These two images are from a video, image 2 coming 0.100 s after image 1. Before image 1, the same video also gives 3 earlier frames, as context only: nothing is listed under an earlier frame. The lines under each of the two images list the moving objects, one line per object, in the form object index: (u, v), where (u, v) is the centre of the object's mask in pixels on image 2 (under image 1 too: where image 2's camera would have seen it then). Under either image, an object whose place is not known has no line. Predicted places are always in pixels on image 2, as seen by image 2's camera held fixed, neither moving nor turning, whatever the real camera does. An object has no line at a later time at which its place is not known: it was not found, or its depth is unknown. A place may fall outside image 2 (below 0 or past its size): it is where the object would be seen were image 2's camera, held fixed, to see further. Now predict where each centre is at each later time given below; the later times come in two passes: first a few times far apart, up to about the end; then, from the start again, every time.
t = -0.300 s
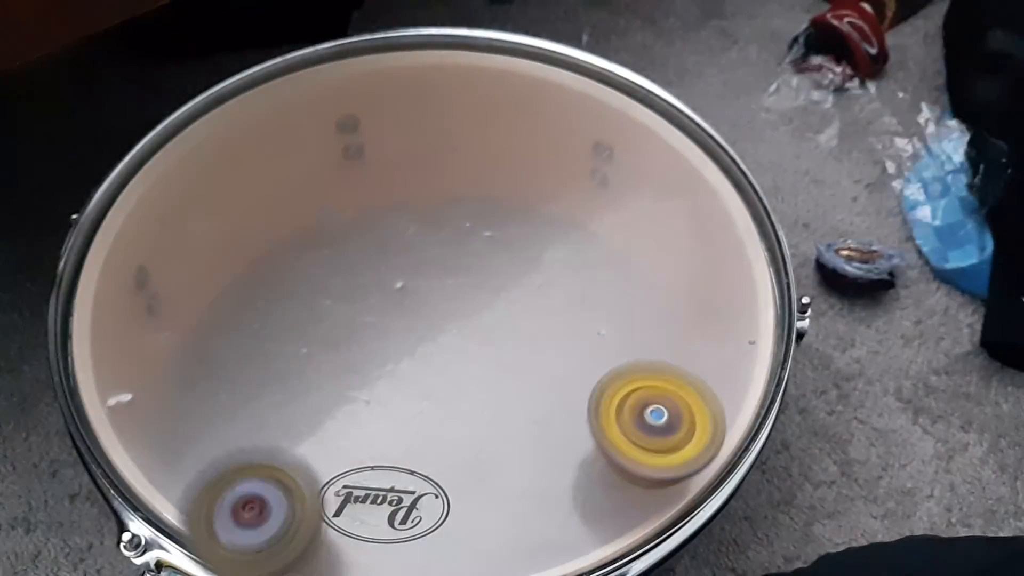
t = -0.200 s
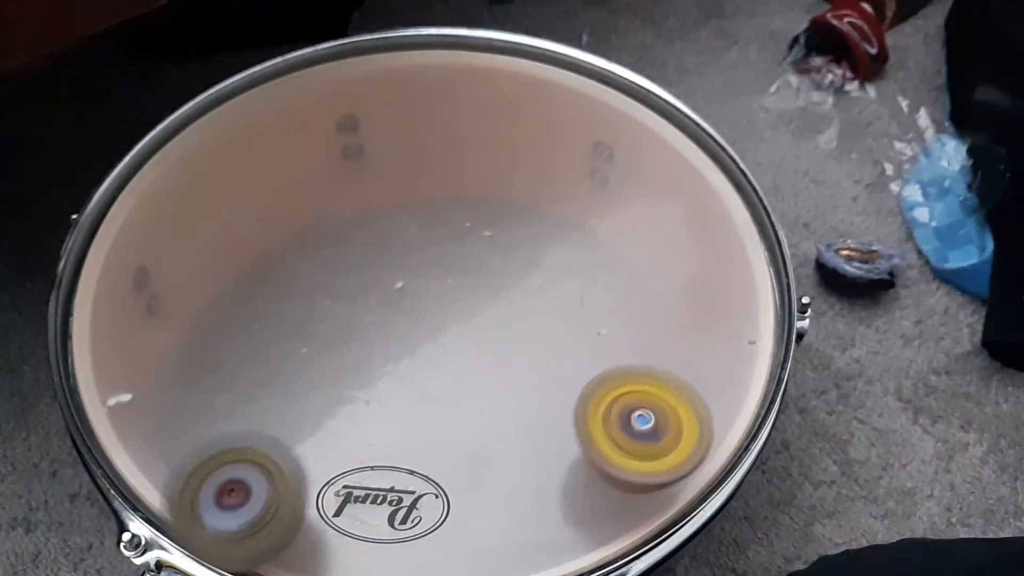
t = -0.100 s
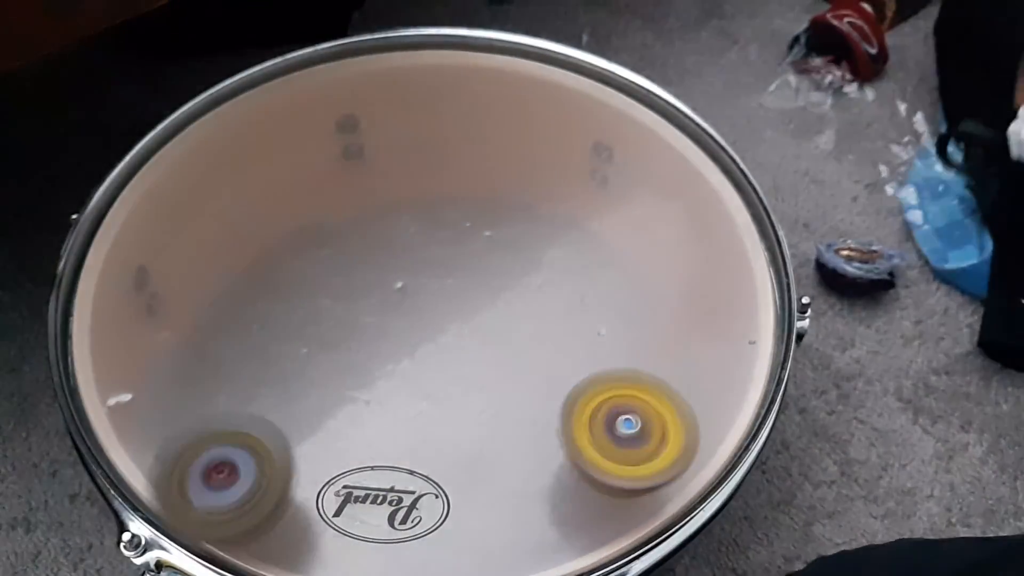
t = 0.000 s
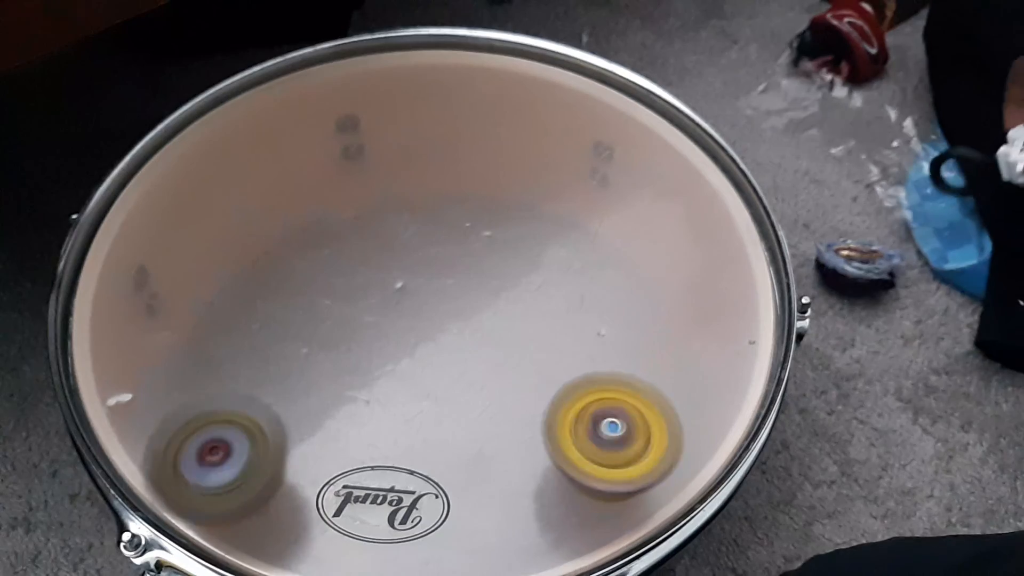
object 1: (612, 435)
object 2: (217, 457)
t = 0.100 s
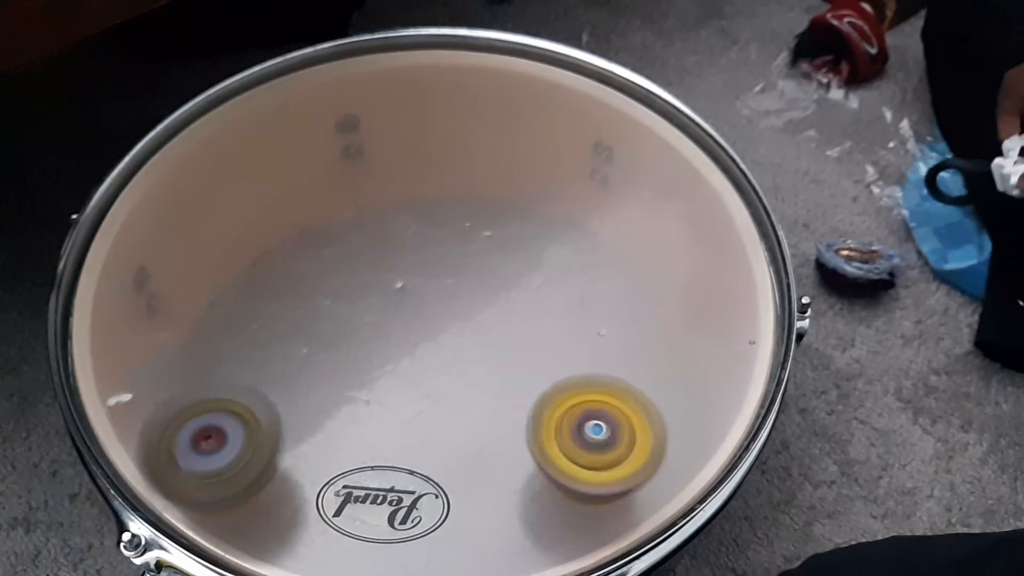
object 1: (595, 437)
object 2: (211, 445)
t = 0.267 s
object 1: (569, 440)
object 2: (191, 431)
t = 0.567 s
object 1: (518, 435)
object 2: (148, 402)
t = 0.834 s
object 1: (473, 423)
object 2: (100, 400)
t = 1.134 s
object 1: (432, 401)
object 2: (98, 399)
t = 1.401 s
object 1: (404, 377)
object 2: (107, 394)
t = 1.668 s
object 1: (387, 353)
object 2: (121, 391)
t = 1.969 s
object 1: (379, 328)
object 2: (142, 395)
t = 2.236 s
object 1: (381, 309)
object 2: (154, 404)
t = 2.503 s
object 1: (386, 295)
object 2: (160, 423)
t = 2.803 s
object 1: (399, 286)
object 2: (156, 449)
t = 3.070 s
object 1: (405, 282)
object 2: (160, 479)
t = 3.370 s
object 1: (400, 286)
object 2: (192, 478)
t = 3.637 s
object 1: (387, 295)
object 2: (198, 471)
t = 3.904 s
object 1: (367, 304)
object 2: (190, 465)
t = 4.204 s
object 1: (338, 309)
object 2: (165, 465)
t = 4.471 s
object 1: (306, 309)
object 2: (159, 472)
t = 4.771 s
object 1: (269, 302)
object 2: (154, 452)
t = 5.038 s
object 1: (241, 290)
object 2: (136, 439)
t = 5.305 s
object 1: (219, 273)
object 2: (123, 440)
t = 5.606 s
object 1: (206, 251)
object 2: (127, 430)
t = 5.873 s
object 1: (204, 234)
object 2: (116, 426)
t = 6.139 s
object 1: (209, 219)
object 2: (122, 436)
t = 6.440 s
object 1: (221, 208)
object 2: (138, 439)
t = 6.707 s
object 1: (230, 204)
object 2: (142, 444)
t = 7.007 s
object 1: (232, 208)
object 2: (148, 457)
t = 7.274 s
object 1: (223, 215)
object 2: (159, 461)
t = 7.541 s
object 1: (207, 223)
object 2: (167, 467)
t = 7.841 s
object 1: (180, 226)
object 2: (164, 470)
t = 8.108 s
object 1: (155, 223)
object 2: (166, 474)
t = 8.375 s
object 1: (133, 211)
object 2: (164, 467)
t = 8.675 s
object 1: (116, 195)
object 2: (154, 464)
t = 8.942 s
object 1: (112, 180)
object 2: (151, 457)
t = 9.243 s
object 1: (124, 166)
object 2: (147, 451)
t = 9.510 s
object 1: (139, 160)
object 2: (141, 444)
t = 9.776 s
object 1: (151, 160)
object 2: (127, 441)
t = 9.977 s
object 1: (155, 164)
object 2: (124, 440)
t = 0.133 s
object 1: (591, 439)
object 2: (207, 442)
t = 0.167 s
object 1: (585, 439)
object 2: (204, 439)
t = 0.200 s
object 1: (579, 439)
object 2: (198, 435)
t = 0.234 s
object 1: (574, 440)
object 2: (196, 434)
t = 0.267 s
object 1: (569, 440)
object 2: (191, 431)
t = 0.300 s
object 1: (562, 439)
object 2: (187, 427)
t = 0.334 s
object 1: (557, 440)
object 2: (178, 419)
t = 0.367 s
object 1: (552, 439)
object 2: (173, 415)
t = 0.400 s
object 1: (546, 439)
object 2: (169, 411)
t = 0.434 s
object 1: (540, 439)
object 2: (166, 408)
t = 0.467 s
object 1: (535, 438)
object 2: (161, 405)
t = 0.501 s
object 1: (529, 437)
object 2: (156, 403)
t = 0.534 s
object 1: (522, 436)
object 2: (152, 403)
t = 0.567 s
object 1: (518, 435)
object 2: (148, 402)
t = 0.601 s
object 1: (512, 434)
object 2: (139, 399)
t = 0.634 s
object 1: (505, 432)
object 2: (133, 397)
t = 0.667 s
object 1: (500, 432)
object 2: (127, 396)
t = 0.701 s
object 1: (495, 430)
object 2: (121, 396)
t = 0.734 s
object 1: (489, 428)
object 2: (115, 396)
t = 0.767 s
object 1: (483, 426)
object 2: (109, 398)
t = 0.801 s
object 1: (479, 425)
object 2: (105, 398)
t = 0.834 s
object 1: (473, 423)
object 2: (100, 400)
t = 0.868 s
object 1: (469, 420)
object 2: (98, 400)
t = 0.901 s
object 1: (464, 418)
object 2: (95, 400)
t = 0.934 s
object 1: (458, 416)
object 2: (95, 401)
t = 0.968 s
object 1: (454, 413)
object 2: (94, 401)
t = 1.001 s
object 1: (450, 411)
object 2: (95, 401)
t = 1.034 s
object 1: (444, 409)
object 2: (95, 401)
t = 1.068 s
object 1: (440, 407)
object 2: (96, 400)
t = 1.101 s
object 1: (436, 403)
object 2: (97, 400)
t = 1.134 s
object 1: (432, 401)
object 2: (98, 399)
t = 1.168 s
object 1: (427, 398)
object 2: (99, 399)
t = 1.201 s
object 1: (424, 395)
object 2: (100, 398)
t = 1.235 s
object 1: (420, 392)
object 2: (101, 398)
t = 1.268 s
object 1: (416, 389)
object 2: (102, 398)
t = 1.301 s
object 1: (413, 386)
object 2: (103, 397)
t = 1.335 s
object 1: (410, 383)
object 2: (104, 396)
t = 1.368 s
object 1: (407, 381)
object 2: (105, 395)
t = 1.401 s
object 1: (404, 377)
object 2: (107, 394)
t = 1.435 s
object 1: (401, 374)
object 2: (109, 393)
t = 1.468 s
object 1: (398, 372)
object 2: (110, 393)
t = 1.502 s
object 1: (396, 368)
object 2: (111, 393)
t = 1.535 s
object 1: (394, 365)
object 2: (113, 392)
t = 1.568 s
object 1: (391, 362)
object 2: (115, 392)
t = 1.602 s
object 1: (390, 359)
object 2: (118, 392)
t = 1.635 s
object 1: (388, 356)
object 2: (120, 392)
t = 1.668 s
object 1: (387, 353)
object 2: (121, 391)
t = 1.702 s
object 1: (385, 350)
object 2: (123, 391)
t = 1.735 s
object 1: (384, 348)
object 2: (125, 391)
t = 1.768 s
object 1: (383, 345)
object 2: (128, 393)
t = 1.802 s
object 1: (381, 342)
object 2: (129, 391)
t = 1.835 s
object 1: (380, 339)
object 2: (132, 391)
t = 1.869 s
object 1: (381, 336)
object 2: (134, 391)
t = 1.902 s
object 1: (380, 333)
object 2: (138, 393)
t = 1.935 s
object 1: (379, 331)
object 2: (138, 393)
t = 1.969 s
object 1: (379, 328)
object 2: (142, 395)
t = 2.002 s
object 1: (379, 325)
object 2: (144, 396)
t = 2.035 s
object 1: (378, 322)
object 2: (145, 397)
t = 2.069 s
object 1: (379, 320)
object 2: (147, 398)
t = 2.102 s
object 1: (379, 318)
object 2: (148, 399)
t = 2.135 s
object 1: (379, 315)
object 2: (147, 399)
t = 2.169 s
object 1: (380, 313)
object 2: (150, 402)
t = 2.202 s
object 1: (379, 311)
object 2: (150, 401)
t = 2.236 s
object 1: (381, 309)
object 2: (154, 404)
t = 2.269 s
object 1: (382, 306)
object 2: (155, 406)
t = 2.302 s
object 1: (381, 304)
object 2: (156, 408)
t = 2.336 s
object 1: (383, 302)
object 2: (156, 410)
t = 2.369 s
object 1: (384, 300)
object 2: (158, 413)
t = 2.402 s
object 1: (384, 299)
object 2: (157, 414)
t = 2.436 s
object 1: (385, 297)
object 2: (158, 417)
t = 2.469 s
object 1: (386, 296)
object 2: (158, 419)
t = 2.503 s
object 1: (386, 295)
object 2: (160, 423)
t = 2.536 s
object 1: (388, 293)
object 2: (159, 425)
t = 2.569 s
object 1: (389, 292)
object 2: (161, 429)
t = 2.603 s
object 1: (390, 291)
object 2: (161, 432)
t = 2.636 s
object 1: (392, 290)
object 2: (160, 432)
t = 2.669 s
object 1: (392, 289)
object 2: (160, 436)
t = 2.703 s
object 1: (395, 288)
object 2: (159, 440)
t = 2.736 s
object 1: (397, 288)
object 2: (158, 444)
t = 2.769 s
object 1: (397, 287)
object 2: (157, 447)
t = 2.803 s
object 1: (399, 286)
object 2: (156, 449)
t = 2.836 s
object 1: (400, 285)
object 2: (156, 453)
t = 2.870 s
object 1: (401, 285)
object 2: (155, 456)
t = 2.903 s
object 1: (402, 283)
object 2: (154, 460)
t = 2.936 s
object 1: (403, 283)
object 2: (154, 464)
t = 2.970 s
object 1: (404, 283)
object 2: (154, 468)
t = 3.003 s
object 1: (405, 283)
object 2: (154, 470)
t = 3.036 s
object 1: (404, 282)
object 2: (158, 476)
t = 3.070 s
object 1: (405, 282)
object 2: (160, 479)
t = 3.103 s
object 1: (405, 283)
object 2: (162, 480)
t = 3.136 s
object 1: (404, 283)
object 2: (167, 482)
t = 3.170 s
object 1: (406, 283)
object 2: (172, 483)
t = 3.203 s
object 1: (404, 284)
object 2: (177, 483)
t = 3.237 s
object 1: (404, 284)
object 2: (182, 482)
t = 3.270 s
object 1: (403, 284)
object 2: (185, 481)
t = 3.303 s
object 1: (401, 285)
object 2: (187, 480)
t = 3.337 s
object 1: (401, 286)
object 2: (190, 478)
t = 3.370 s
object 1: (400, 286)
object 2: (192, 478)
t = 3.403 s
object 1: (398, 287)
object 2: (194, 477)
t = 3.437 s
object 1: (397, 288)
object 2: (195, 476)
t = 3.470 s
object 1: (395, 289)
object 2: (196, 475)
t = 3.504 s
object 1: (395, 291)
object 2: (197, 474)
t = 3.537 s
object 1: (393, 292)
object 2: (197, 473)
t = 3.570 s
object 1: (391, 294)
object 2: (198, 472)
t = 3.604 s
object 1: (390, 294)
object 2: (198, 471)
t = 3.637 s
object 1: (387, 295)
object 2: (198, 471)
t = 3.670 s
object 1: (387, 296)
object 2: (198, 469)
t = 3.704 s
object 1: (383, 297)
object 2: (198, 469)
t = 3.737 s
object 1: (381, 299)
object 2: (197, 468)
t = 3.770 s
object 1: (379, 299)
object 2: (196, 467)
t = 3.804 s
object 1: (375, 300)
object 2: (194, 466)
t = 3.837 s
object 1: (373, 302)
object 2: (193, 466)
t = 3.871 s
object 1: (371, 303)
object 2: (192, 465)
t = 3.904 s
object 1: (367, 304)
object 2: (190, 465)
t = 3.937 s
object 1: (365, 305)
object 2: (188, 464)
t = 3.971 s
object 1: (362, 305)
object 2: (186, 464)
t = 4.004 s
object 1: (359, 307)
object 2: (183, 464)
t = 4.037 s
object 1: (356, 306)
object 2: (181, 463)
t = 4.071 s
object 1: (352, 308)
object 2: (177, 464)
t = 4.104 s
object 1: (349, 308)
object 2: (175, 465)
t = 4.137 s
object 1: (345, 308)
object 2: (171, 464)
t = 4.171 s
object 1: (342, 309)
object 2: (169, 464)
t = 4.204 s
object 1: (338, 309)
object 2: (165, 465)
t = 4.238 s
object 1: (334, 310)
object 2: (163, 466)
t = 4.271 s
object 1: (331, 310)
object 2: (159, 470)
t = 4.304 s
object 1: (326, 309)
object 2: (159, 470)
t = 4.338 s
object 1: (322, 310)
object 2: (155, 469)
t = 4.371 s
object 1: (318, 309)
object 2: (156, 472)
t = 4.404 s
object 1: (314, 309)
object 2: (157, 471)
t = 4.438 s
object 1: (311, 309)
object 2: (158, 472)
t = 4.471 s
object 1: (306, 309)
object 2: (159, 472)
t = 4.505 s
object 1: (302, 309)
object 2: (161, 471)
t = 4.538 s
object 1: (297, 307)
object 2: (162, 470)
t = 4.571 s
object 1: (293, 307)
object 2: (163, 468)
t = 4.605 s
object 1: (291, 307)
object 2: (163, 465)
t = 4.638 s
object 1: (284, 306)
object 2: (161, 463)
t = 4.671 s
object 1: (282, 306)
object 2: (157, 457)
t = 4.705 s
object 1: (278, 305)
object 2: (159, 458)
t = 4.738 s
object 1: (273, 303)
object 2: (155, 454)
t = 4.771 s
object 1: (269, 302)
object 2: (154, 452)
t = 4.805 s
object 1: (266, 302)
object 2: (152, 449)
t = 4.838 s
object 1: (263, 301)
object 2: (150, 448)
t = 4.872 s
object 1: (257, 298)
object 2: (148, 447)
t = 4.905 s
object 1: (255, 297)
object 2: (147, 445)
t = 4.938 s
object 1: (251, 295)
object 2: (144, 442)
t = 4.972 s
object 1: (247, 293)
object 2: (142, 441)
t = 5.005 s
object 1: (245, 291)
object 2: (140, 440)
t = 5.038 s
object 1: (241, 290)
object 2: (136, 439)
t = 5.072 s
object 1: (238, 288)
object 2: (132, 440)
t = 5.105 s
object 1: (235, 286)
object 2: (129, 439)
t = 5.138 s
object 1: (232, 284)
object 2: (127, 438)
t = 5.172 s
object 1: (229, 282)
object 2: (123, 439)
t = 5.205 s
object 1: (226, 280)
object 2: (122, 438)
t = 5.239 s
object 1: (226, 277)
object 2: (121, 440)
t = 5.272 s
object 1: (222, 275)
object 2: (121, 439)
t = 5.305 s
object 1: (219, 273)
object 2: (123, 440)
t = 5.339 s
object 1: (217, 270)
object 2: (123, 441)
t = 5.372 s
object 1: (216, 268)
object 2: (124, 440)
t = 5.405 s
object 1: (214, 265)
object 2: (124, 440)
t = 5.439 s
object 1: (212, 263)
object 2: (126, 438)
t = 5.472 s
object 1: (211, 261)
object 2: (125, 437)
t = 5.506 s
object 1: (210, 259)
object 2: (127, 435)
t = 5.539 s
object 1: (209, 256)
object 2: (127, 433)
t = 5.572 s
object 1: (207, 254)
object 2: (127, 430)
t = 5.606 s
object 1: (206, 251)
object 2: (127, 430)
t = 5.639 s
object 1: (205, 248)
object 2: (125, 429)
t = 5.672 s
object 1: (205, 247)
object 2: (124, 429)
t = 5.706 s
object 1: (205, 244)
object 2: (123, 427)
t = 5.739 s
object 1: (204, 243)
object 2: (121, 425)
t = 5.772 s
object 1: (205, 240)
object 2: (118, 425)
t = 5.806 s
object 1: (203, 237)
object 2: (119, 426)
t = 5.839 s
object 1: (204, 235)
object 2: (117, 425)
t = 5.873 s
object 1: (204, 234)
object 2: (116, 426)
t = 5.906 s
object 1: (204, 232)
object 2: (114, 427)
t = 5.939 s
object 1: (205, 229)
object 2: (113, 430)
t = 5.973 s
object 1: (204, 228)
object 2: (114, 430)
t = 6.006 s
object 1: (205, 224)
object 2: (114, 431)
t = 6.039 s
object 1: (205, 224)
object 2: (115, 432)
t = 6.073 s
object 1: (207, 222)
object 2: (117, 435)
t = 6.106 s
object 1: (207, 220)
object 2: (120, 435)
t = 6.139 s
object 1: (209, 219)
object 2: (122, 436)
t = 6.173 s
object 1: (210, 217)
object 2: (124, 437)
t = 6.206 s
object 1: (211, 215)
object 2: (125, 438)
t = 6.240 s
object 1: (213, 214)
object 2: (128, 438)
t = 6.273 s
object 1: (214, 212)
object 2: (129, 437)
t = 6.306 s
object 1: (216, 211)
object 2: (131, 438)
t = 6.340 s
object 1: (216, 211)
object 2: (135, 438)
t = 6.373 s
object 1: (219, 209)
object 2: (137, 438)
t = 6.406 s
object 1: (219, 209)
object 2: (137, 438)
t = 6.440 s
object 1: (221, 208)
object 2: (138, 439)
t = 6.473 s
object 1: (222, 207)
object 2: (139, 438)
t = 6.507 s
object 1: (224, 206)
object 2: (139, 437)
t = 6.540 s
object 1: (224, 206)
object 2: (140, 439)
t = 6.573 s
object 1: (226, 205)
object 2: (140, 439)
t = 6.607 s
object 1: (227, 205)
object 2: (141, 440)
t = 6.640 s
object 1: (227, 204)
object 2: (141, 441)
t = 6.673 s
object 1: (229, 204)
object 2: (142, 443)
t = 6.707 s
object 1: (230, 204)
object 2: (142, 444)
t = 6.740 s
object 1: (231, 204)
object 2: (141, 445)
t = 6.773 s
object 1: (231, 205)
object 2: (143, 448)
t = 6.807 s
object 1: (232, 205)
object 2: (144, 448)
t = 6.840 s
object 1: (231, 205)
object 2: (144, 450)
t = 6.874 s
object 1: (232, 205)
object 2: (143, 451)
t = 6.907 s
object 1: (232, 206)
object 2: (145, 454)
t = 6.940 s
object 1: (232, 207)
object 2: (147, 454)
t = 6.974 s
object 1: (232, 207)
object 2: (146, 455)
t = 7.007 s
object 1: (232, 208)
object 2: (148, 457)
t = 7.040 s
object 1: (231, 207)
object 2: (150, 457)
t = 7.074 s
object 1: (230, 209)
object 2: (150, 458)
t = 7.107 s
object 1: (230, 210)
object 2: (154, 459)
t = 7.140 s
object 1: (228, 211)
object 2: (155, 459)
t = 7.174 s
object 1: (228, 212)
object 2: (156, 460)
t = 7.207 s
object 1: (226, 213)
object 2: (160, 466)
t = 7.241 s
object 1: (225, 214)
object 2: (162, 464)
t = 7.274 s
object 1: (223, 215)
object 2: (159, 461)
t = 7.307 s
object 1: (221, 216)
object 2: (164, 466)
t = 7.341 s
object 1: (219, 217)
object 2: (165, 465)
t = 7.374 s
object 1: (217, 218)
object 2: (162, 461)
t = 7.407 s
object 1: (216, 219)
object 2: (165, 468)
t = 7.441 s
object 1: (214, 221)
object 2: (167, 465)
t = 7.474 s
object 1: (212, 221)
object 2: (166, 466)
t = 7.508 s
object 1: (210, 222)
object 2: (168, 467)
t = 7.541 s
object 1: (207, 223)
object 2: (167, 467)
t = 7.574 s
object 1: (204, 224)
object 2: (166, 467)
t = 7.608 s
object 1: (201, 224)
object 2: (168, 468)
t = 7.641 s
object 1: (198, 225)
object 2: (167, 468)
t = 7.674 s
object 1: (196, 225)
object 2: (165, 469)
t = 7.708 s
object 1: (192, 226)
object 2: (166, 469)
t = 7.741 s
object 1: (190, 226)
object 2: (165, 469)
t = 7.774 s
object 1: (186, 227)
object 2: (164, 471)
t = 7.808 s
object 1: (183, 226)
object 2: (165, 471)
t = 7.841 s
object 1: (180, 226)
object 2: (164, 470)
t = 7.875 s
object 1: (177, 226)
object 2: (162, 472)
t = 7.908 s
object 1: (173, 226)
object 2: (164, 473)
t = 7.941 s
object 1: (171, 226)
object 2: (162, 473)
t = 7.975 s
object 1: (168, 225)
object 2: (162, 474)
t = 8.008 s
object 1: (165, 225)
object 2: (164, 474)
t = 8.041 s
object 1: (162, 224)
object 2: (165, 474)
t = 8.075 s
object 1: (159, 224)
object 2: (166, 474)
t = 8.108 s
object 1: (155, 223)
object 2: (166, 474)
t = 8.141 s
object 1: (153, 223)
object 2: (165, 472)
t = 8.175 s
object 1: (149, 220)
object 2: (167, 472)
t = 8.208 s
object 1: (146, 219)
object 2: (166, 471)
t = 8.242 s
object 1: (143, 218)
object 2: (165, 469)
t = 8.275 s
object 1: (140, 217)
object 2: (166, 469)
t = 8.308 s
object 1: (138, 214)
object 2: (165, 468)
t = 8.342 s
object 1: (136, 213)
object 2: (164, 468)
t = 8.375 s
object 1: (133, 211)
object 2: (164, 467)
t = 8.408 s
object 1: (130, 210)
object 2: (161, 466)
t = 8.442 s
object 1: (128, 208)
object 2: (162, 467)
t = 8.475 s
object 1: (126, 207)
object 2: (161, 467)
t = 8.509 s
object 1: (124, 205)
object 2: (159, 466)
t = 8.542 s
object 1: (122, 203)
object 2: (159, 465)
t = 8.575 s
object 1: (120, 201)
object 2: (157, 465)
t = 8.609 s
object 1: (119, 199)
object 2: (158, 464)
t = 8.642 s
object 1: (117, 197)
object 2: (156, 460)
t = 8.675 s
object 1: (116, 195)
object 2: (154, 464)
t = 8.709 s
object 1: (115, 193)
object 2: (154, 460)
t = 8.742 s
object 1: (114, 191)
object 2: (151, 460)
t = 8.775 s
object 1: (114, 189)
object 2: (152, 460)
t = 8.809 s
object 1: (113, 188)
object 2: (152, 459)
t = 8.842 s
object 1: (113, 185)
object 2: (150, 459)
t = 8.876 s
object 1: (112, 183)
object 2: (152, 458)
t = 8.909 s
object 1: (113, 181)
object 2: (149, 457)
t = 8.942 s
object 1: (112, 180)
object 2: (151, 457)
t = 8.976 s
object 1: (113, 178)
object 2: (150, 456)
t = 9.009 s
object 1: (113, 176)
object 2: (150, 457)
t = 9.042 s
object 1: (115, 174)
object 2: (150, 455)
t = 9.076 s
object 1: (116, 173)
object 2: (148, 454)
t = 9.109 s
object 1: (117, 171)
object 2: (149, 454)
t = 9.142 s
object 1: (119, 170)
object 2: (150, 455)
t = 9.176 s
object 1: (121, 168)
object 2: (148, 452)
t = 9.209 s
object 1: (123, 167)
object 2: (149, 450)
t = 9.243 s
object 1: (124, 166)
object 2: (147, 451)
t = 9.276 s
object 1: (127, 165)
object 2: (148, 450)
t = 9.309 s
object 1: (128, 164)
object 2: (147, 448)
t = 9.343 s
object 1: (131, 163)
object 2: (147, 448)
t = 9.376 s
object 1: (132, 162)
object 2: (146, 446)
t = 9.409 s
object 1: (135, 161)
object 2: (144, 446)
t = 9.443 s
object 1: (136, 161)
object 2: (144, 445)
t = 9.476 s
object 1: (139, 160)
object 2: (143, 444)
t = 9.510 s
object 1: (139, 160)
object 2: (141, 444)
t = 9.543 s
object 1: (142, 160)
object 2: (139, 443)
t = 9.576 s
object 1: (143, 159)
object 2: (140, 444)
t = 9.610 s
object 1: (146, 159)
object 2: (137, 442)
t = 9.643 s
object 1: (146, 159)
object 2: (135, 442)
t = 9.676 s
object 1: (148, 159)
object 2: (134, 442)
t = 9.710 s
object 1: (149, 159)
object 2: (132, 441)
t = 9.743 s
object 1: (151, 160)
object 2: (131, 442)
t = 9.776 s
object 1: (151, 160)
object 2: (127, 441)
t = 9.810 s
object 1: (153, 160)
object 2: (128, 442)
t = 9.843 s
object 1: (153, 161)
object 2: (126, 441)
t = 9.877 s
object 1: (154, 162)
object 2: (126, 441)
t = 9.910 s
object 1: (154, 163)
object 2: (125, 440)
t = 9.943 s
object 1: (155, 163)
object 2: (123, 441)
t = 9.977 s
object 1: (155, 164)
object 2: (124, 440)
